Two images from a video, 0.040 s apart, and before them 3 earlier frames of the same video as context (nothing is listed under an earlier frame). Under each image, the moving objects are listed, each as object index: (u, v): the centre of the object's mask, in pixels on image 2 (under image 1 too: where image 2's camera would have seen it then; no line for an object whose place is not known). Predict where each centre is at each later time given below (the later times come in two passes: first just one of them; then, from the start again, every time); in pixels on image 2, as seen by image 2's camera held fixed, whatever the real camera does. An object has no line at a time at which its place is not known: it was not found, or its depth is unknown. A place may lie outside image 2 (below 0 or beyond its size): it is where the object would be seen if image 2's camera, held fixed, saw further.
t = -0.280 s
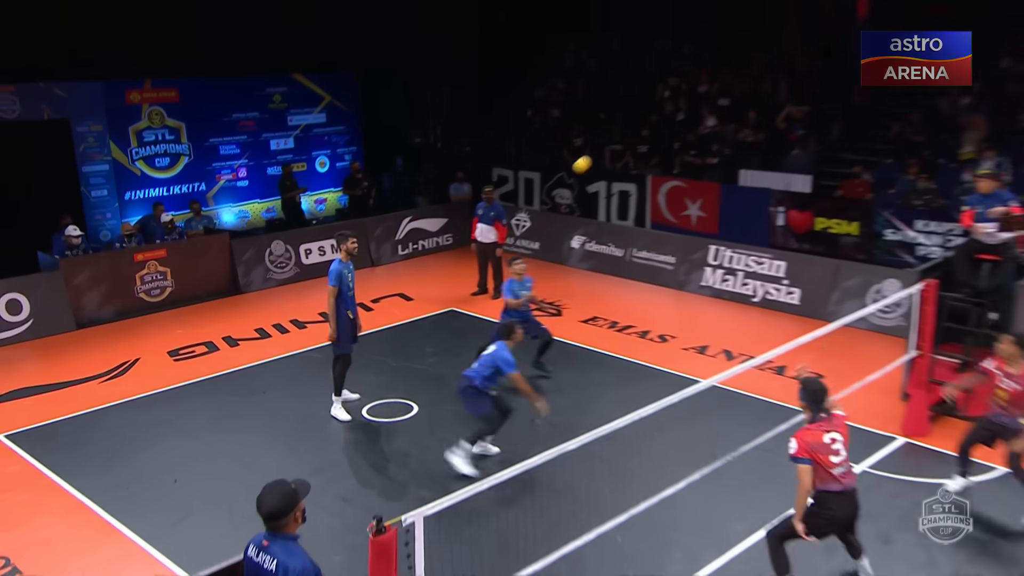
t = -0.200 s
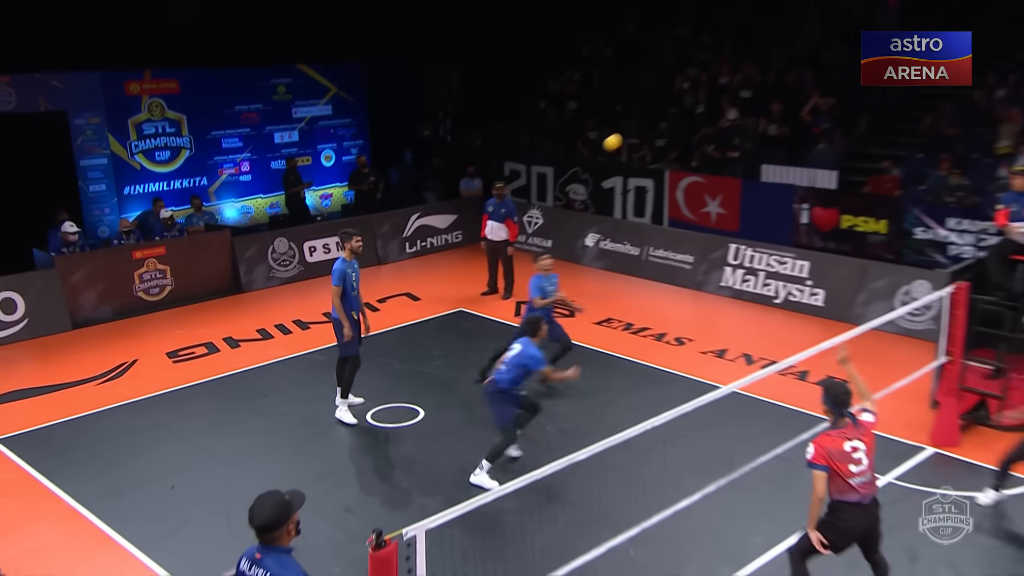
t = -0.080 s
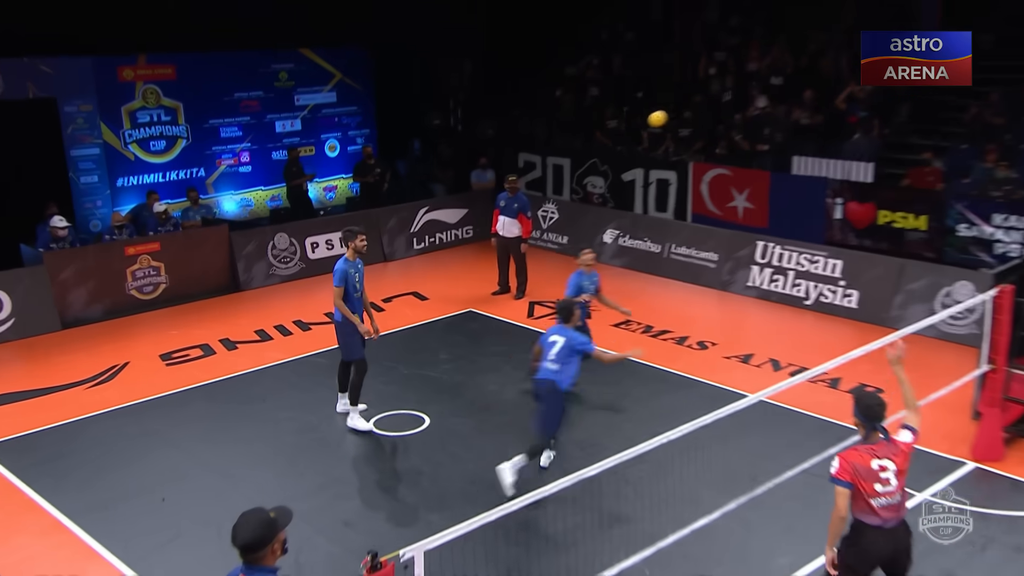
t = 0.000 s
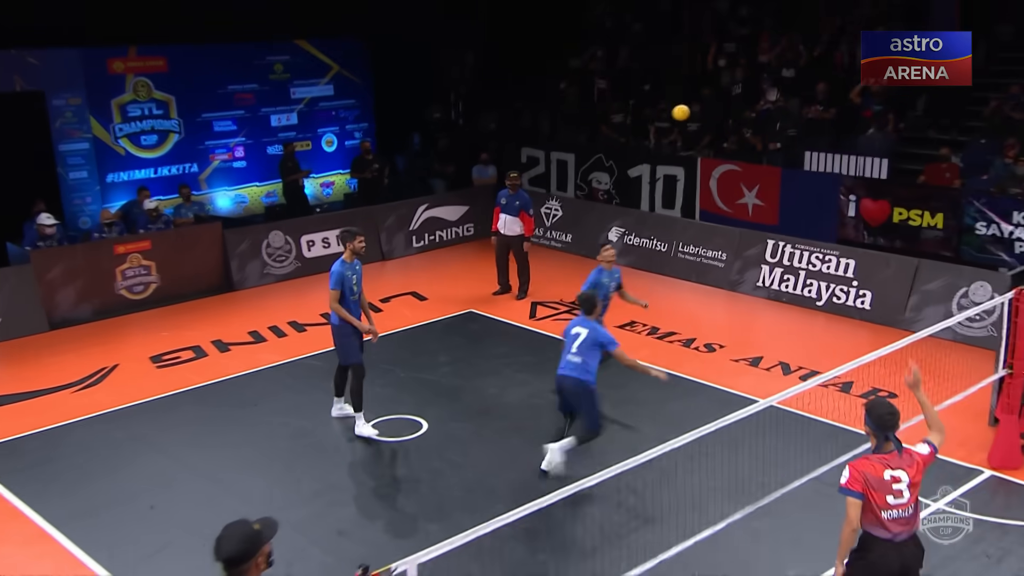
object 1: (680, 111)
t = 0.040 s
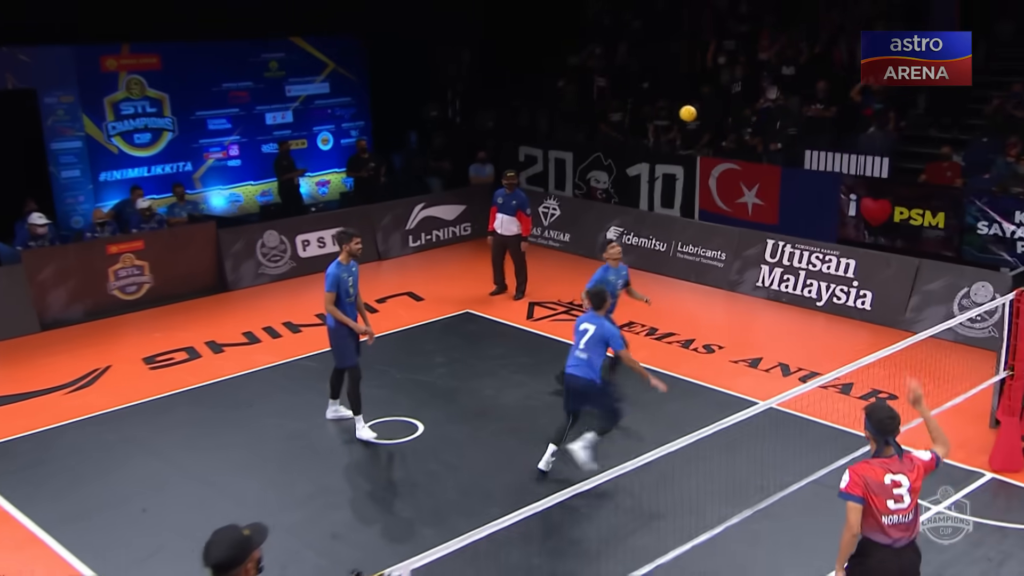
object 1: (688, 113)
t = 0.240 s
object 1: (726, 151)
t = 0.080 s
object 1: (696, 118)
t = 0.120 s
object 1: (703, 124)
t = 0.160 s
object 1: (711, 131)
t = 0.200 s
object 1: (718, 140)
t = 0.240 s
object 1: (726, 151)
